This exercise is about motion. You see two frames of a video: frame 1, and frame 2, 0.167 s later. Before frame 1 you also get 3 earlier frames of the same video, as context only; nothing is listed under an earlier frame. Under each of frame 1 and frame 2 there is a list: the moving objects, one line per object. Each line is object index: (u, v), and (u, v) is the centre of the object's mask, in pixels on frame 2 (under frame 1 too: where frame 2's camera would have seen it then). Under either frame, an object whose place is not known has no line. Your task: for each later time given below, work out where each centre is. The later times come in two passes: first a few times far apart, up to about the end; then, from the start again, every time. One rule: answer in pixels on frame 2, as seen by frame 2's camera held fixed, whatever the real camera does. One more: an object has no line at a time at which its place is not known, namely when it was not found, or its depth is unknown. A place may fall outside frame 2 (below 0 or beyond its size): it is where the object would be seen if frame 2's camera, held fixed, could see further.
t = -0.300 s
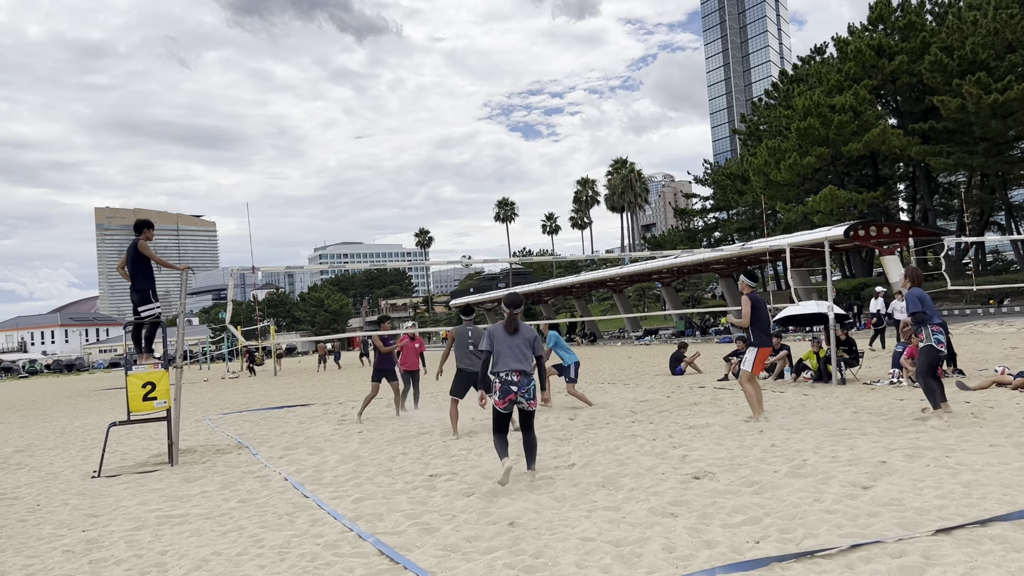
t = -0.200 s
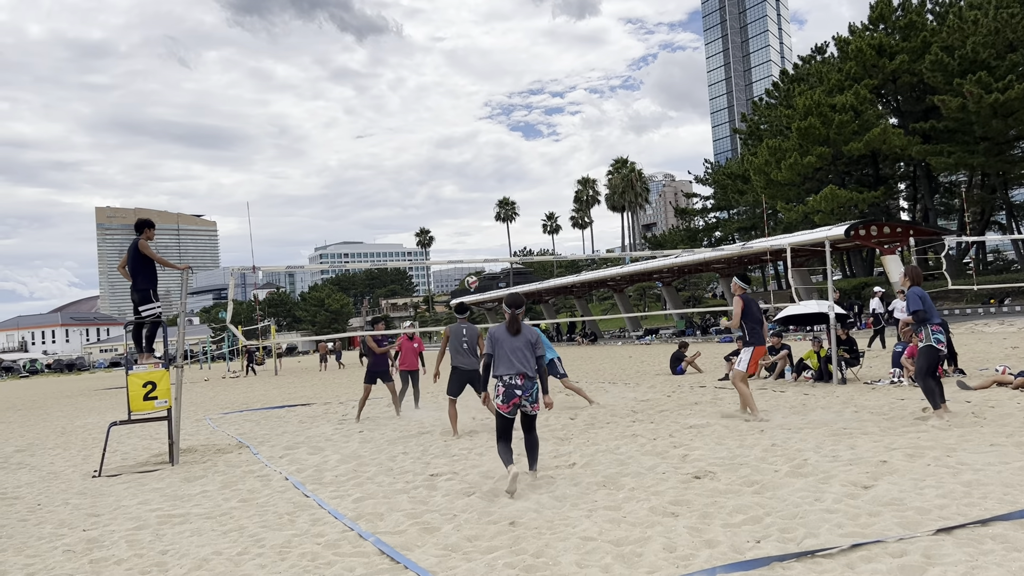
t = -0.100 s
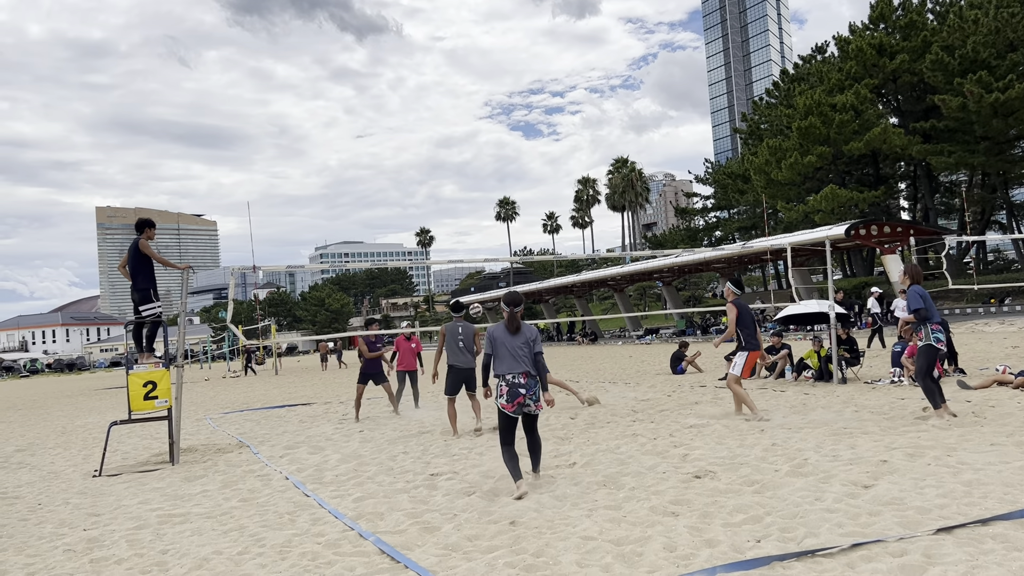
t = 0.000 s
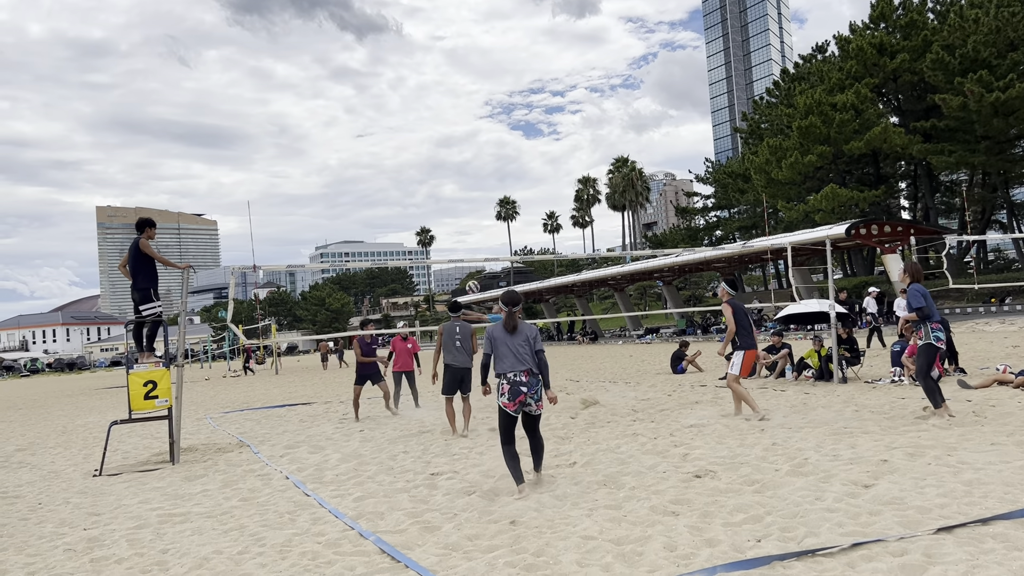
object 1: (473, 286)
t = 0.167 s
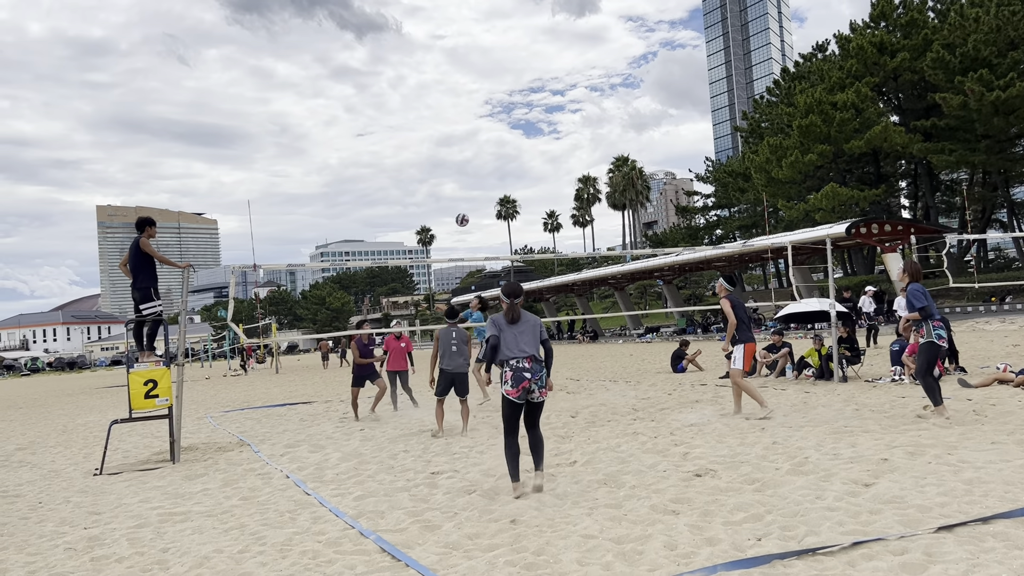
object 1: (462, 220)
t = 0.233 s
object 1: (458, 197)
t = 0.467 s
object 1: (447, 140)
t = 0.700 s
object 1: (438, 116)
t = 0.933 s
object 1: (432, 125)
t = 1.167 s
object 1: (429, 170)
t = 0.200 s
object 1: (460, 208)
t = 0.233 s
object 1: (458, 197)
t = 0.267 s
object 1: (457, 188)
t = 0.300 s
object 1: (455, 178)
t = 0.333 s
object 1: (453, 169)
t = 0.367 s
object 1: (451, 161)
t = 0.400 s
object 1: (450, 154)
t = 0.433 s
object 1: (448, 146)
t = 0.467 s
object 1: (447, 140)
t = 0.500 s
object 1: (446, 135)
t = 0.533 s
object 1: (444, 130)
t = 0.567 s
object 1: (443, 126)
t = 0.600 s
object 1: (442, 122)
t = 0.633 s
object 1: (440, 120)
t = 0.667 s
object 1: (439, 117)
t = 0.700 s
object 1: (438, 116)
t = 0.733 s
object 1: (437, 115)
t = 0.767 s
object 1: (437, 115)
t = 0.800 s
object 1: (436, 116)
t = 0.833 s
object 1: (435, 117)
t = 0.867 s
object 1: (434, 119)
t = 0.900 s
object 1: (433, 122)
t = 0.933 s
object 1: (432, 125)
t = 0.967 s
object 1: (432, 129)
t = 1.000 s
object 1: (431, 134)
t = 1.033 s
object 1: (431, 140)
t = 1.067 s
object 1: (430, 147)
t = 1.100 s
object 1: (430, 154)
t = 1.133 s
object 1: (429, 162)
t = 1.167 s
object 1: (429, 170)
